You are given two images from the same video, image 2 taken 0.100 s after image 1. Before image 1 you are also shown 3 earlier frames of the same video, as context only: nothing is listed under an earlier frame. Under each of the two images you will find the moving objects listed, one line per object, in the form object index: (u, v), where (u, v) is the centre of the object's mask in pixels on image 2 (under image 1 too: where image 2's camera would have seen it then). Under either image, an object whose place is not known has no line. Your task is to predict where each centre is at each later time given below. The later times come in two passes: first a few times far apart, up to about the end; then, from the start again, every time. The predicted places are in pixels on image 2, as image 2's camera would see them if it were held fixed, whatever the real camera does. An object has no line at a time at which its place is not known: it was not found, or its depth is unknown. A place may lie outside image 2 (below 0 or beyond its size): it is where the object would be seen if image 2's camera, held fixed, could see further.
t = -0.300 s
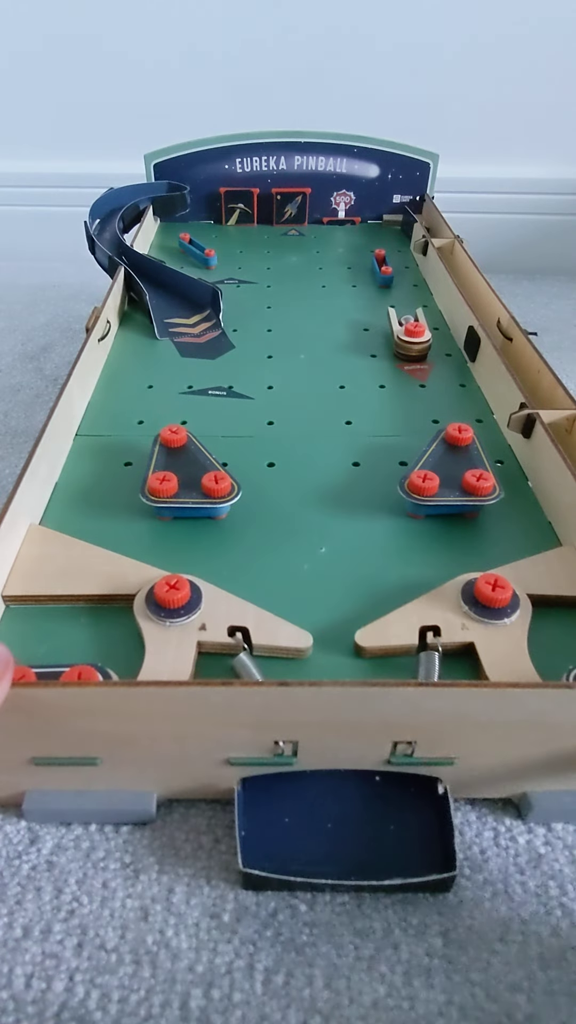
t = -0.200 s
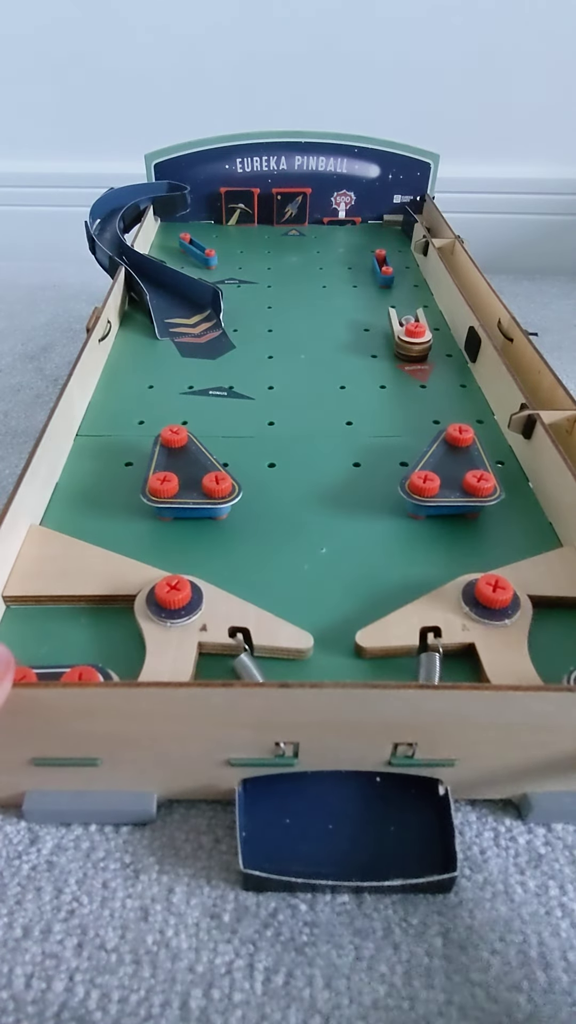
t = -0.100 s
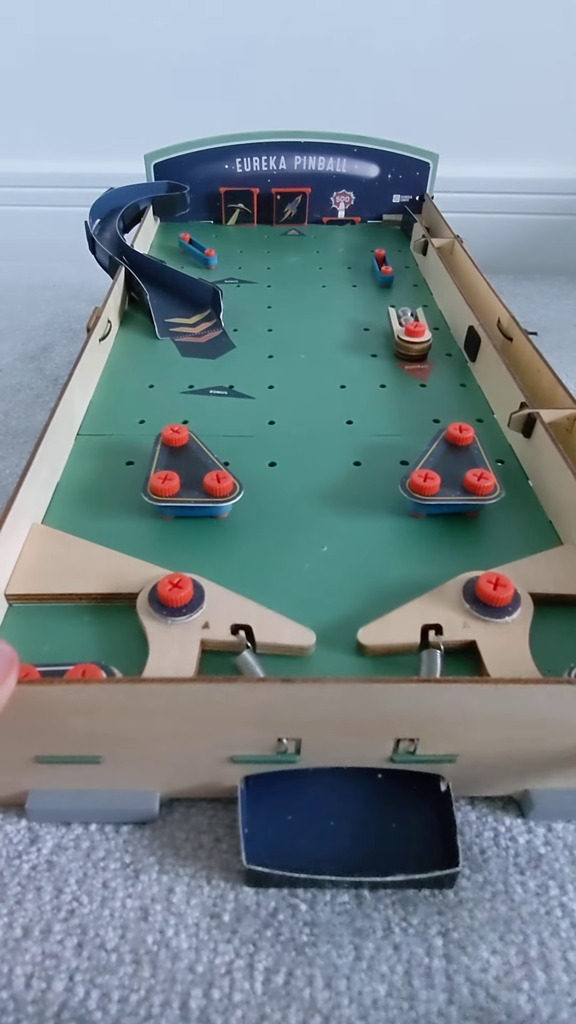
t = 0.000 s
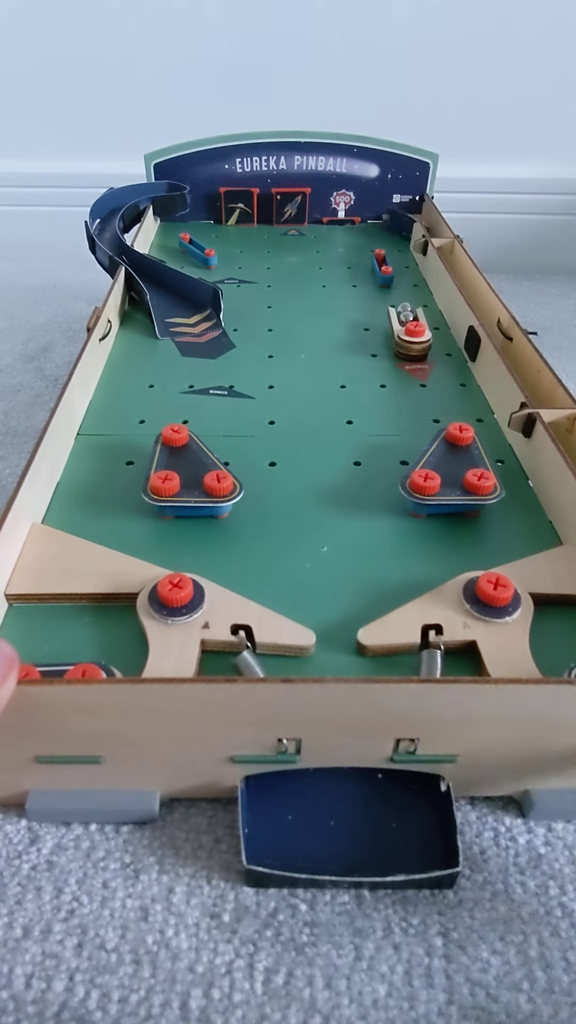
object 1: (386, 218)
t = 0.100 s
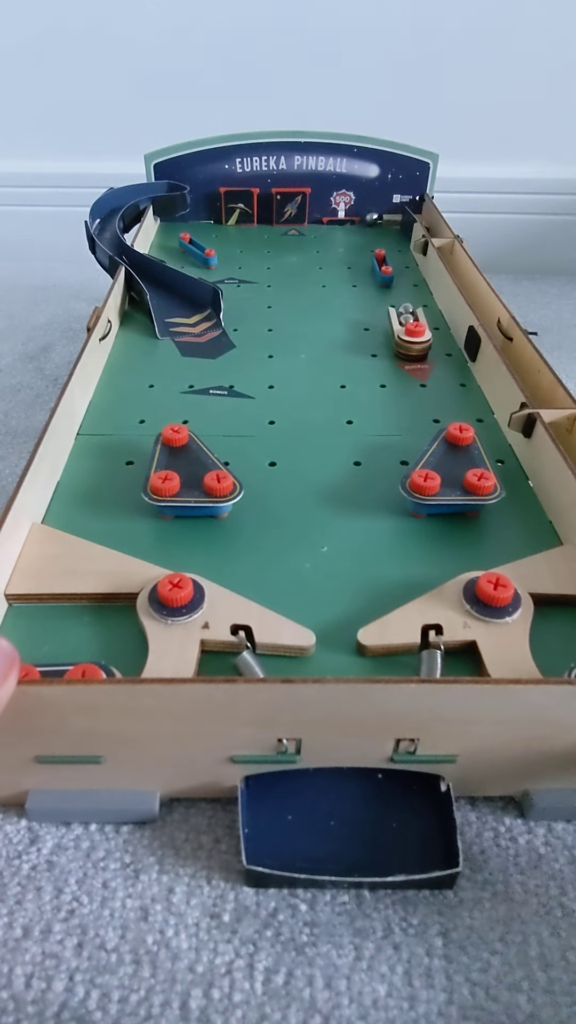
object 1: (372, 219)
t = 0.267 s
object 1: (335, 230)
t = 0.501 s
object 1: (275, 267)
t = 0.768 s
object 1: (262, 340)
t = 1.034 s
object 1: (367, 474)
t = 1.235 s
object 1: (378, 567)
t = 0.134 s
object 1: (365, 221)
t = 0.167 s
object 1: (358, 223)
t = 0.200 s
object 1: (350, 225)
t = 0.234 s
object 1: (343, 226)
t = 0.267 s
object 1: (335, 230)
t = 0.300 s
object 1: (326, 234)
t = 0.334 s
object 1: (319, 238)
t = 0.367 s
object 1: (311, 242)
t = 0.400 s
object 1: (303, 247)
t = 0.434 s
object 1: (294, 253)
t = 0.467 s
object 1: (284, 260)
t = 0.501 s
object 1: (275, 267)
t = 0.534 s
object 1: (265, 276)
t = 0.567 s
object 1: (255, 283)
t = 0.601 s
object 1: (244, 293)
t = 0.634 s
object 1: (231, 306)
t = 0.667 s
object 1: (234, 314)
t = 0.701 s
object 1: (243, 321)
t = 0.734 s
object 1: (253, 330)
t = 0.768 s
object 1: (262, 340)
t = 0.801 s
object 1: (273, 351)
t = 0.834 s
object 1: (283, 362)
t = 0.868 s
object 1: (295, 376)
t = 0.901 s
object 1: (307, 391)
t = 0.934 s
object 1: (320, 409)
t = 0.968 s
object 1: (335, 427)
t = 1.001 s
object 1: (351, 451)
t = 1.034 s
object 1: (367, 474)
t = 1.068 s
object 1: (388, 503)
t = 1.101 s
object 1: (411, 535)
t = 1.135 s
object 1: (431, 573)
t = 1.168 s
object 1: (412, 565)
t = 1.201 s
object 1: (393, 564)
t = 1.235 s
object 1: (378, 567)
